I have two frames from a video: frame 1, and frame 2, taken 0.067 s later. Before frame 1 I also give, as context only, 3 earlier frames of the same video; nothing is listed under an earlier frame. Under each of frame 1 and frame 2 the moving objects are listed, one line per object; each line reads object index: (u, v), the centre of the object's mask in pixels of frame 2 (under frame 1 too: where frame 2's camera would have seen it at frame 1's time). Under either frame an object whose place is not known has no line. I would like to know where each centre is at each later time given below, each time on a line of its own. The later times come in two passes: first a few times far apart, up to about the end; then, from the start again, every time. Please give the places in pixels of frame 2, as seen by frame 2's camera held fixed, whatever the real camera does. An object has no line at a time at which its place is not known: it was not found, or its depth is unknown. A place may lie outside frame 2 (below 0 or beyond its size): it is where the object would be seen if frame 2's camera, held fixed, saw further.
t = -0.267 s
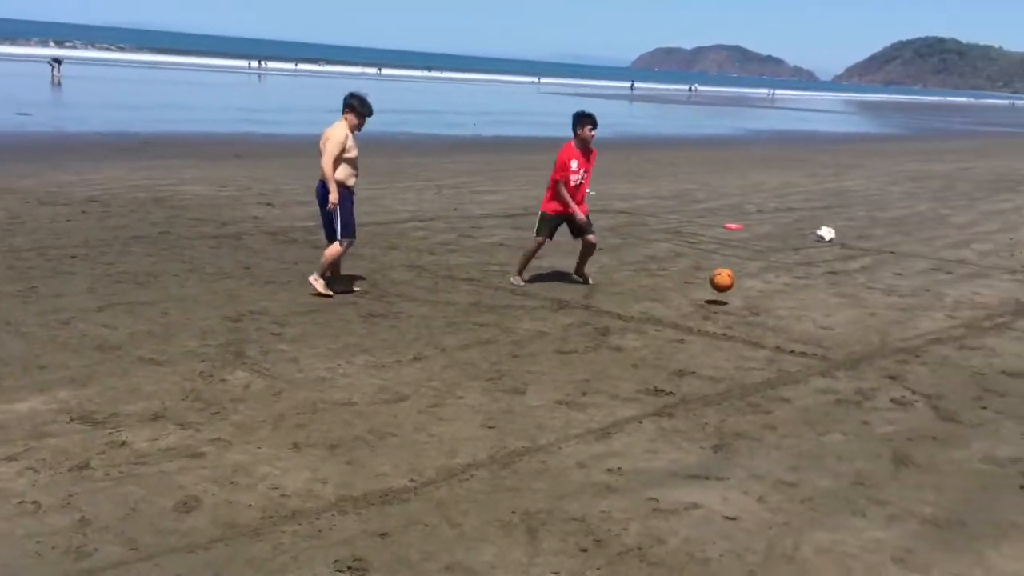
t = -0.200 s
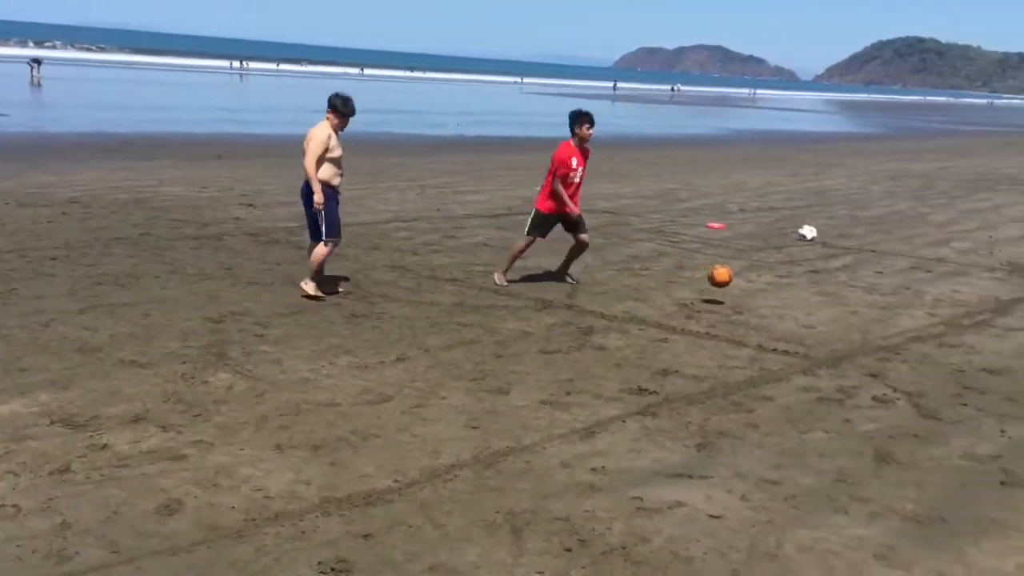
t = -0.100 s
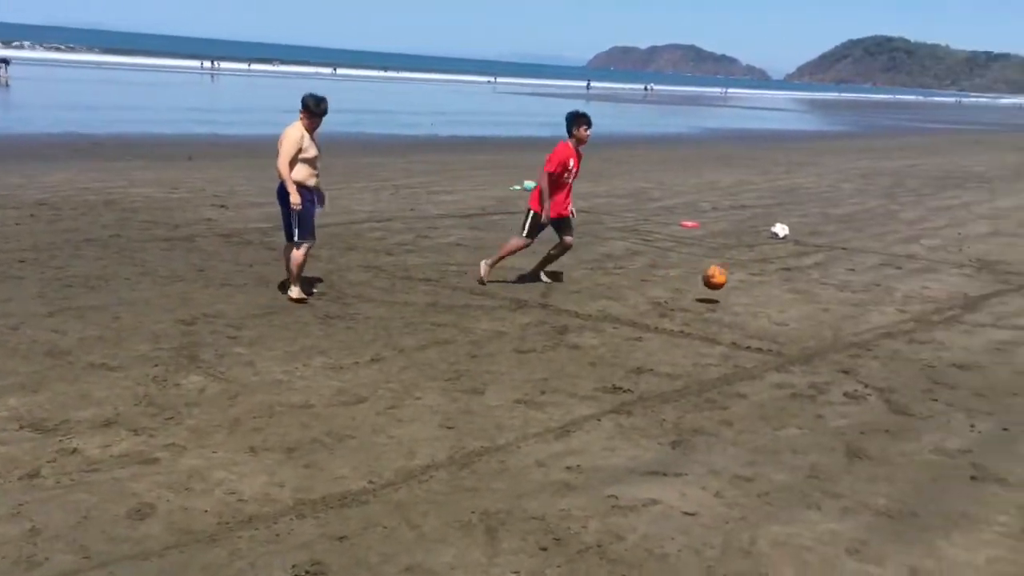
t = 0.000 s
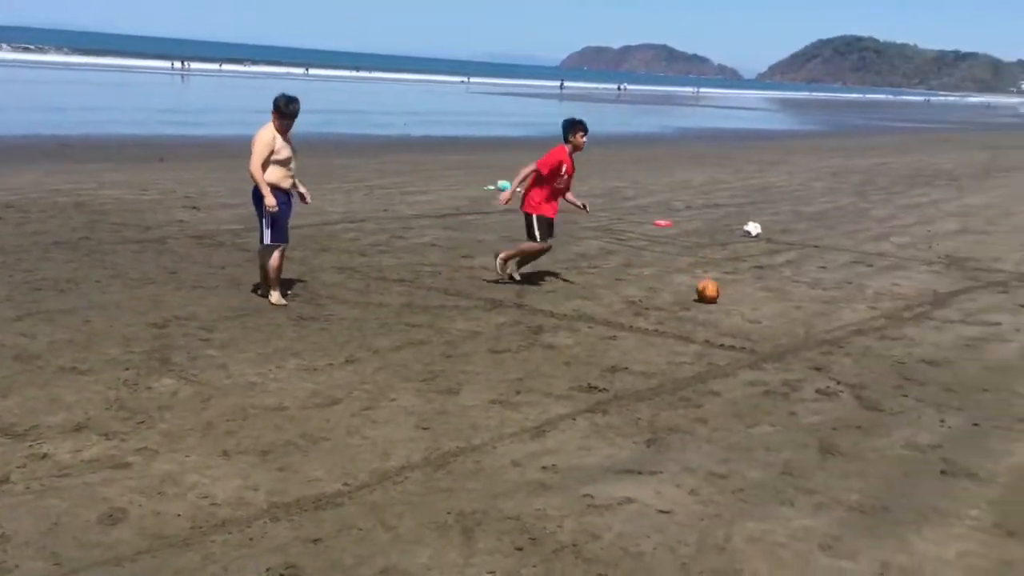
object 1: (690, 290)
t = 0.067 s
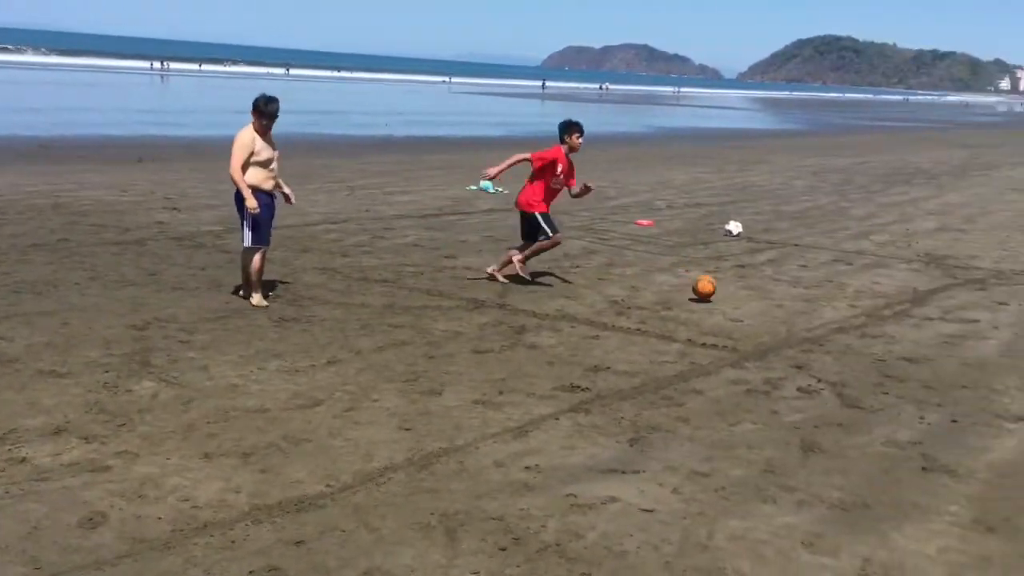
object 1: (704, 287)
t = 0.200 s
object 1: (730, 288)
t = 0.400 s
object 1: (769, 292)
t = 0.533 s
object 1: (794, 292)
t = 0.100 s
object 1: (711, 285)
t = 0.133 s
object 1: (718, 286)
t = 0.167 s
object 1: (724, 286)
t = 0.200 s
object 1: (730, 288)
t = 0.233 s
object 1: (737, 291)
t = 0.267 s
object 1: (743, 291)
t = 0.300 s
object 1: (749, 291)
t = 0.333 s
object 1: (755, 291)
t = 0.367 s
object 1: (762, 292)
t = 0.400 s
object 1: (769, 292)
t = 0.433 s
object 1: (775, 292)
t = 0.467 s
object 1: (782, 293)
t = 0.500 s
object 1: (788, 292)
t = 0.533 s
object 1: (794, 292)
